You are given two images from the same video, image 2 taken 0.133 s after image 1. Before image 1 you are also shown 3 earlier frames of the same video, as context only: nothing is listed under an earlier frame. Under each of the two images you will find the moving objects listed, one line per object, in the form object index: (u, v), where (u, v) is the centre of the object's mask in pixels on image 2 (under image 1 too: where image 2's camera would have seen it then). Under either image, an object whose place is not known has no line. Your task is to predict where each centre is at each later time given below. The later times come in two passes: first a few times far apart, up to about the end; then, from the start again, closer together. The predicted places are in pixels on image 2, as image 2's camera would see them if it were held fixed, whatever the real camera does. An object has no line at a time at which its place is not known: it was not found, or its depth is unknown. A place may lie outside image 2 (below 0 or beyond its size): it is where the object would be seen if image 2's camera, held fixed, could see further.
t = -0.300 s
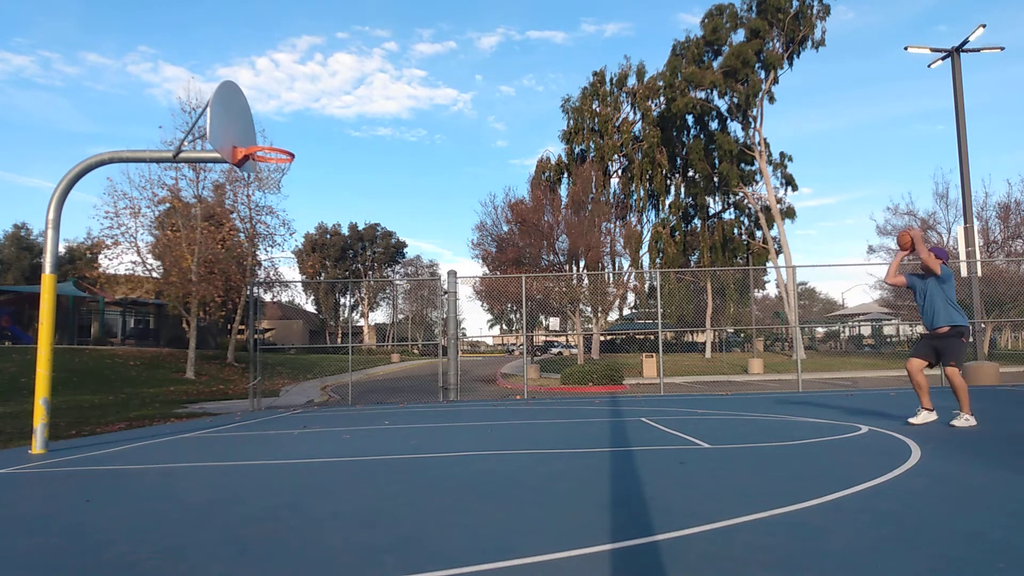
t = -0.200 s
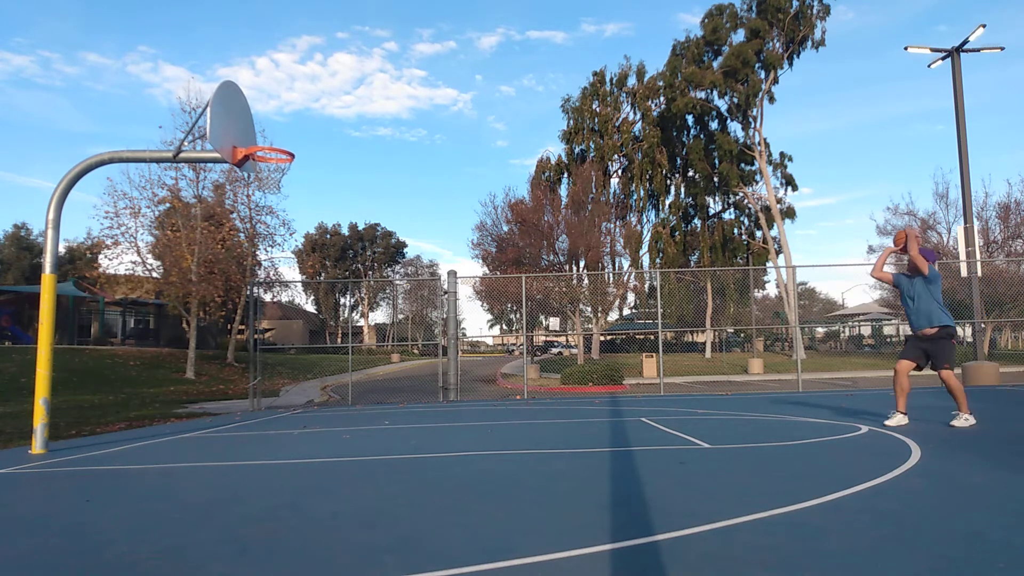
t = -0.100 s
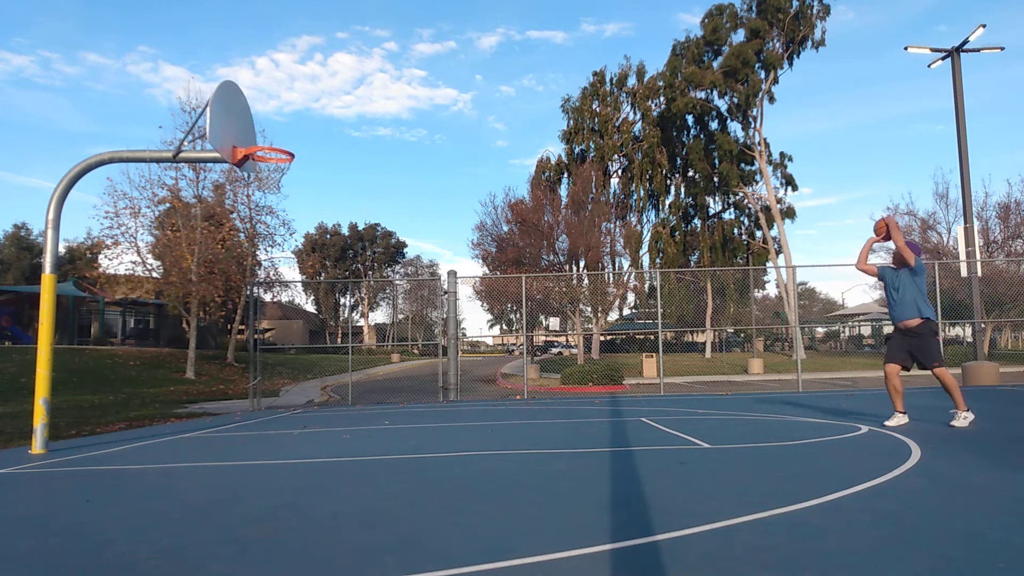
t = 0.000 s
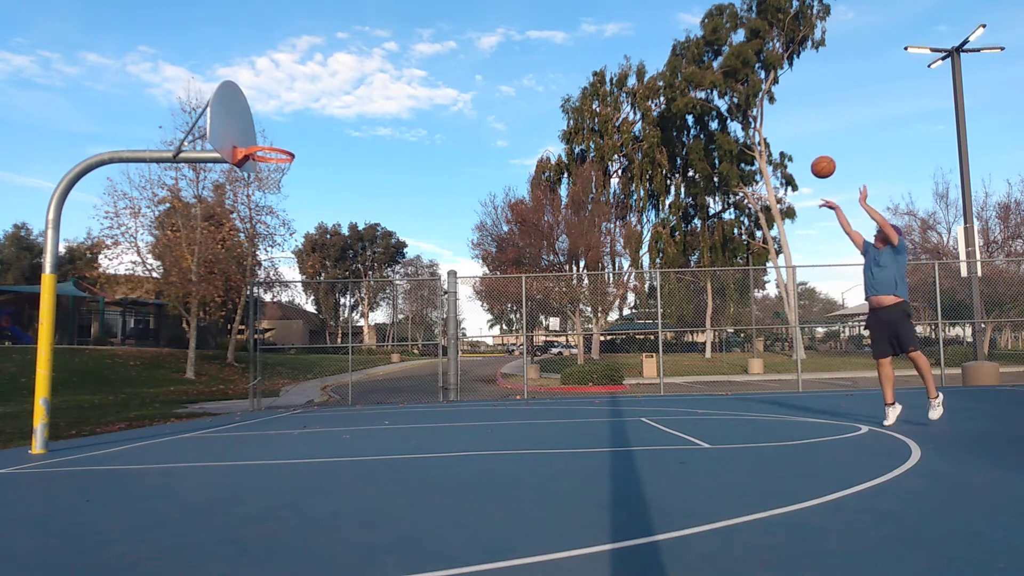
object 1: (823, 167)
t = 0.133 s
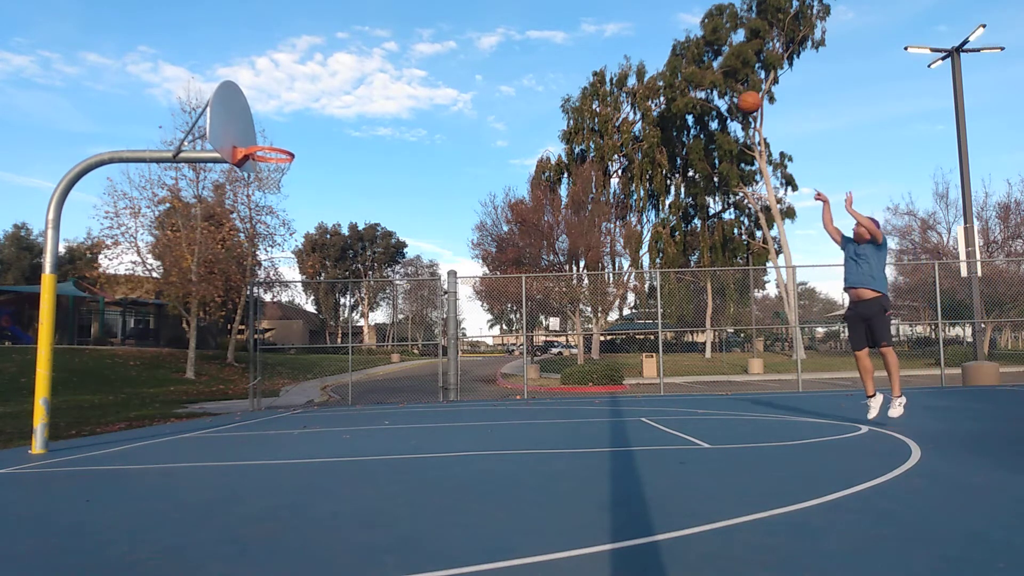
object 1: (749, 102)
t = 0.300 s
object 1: (663, 48)
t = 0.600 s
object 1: (519, 15)
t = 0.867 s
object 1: (400, 50)
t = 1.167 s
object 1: (277, 144)
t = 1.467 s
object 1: (283, 116)
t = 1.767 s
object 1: (320, 155)
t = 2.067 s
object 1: (353, 261)
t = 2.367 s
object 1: (383, 415)
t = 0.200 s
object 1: (714, 76)
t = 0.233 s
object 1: (697, 66)
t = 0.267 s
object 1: (680, 56)
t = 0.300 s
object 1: (663, 48)
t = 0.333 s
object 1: (646, 40)
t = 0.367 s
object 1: (629, 34)
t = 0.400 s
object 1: (613, 28)
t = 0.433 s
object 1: (597, 23)
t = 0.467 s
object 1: (581, 20)
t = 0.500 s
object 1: (565, 17)
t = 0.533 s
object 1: (550, 15)
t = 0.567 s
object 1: (534, 15)
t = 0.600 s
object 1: (519, 15)
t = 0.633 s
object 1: (504, 16)
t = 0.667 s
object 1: (488, 18)
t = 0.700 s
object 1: (474, 21)
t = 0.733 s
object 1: (459, 25)
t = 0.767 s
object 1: (444, 30)
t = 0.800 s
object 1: (429, 36)
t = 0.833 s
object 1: (414, 43)
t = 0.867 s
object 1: (400, 50)
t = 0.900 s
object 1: (385, 59)
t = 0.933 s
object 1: (371, 68)
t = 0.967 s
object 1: (356, 79)
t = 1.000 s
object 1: (342, 90)
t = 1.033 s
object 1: (328, 102)
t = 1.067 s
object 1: (314, 115)
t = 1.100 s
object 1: (299, 129)
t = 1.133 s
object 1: (286, 142)
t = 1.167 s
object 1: (277, 144)
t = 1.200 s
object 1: (273, 140)
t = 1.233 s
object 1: (269, 135)
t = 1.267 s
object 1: (265, 130)
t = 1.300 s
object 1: (261, 126)
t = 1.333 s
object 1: (265, 122)
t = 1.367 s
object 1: (269, 119)
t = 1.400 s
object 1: (274, 117)
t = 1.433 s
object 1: (278, 116)
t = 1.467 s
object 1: (283, 116)
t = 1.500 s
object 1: (287, 117)
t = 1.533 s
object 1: (291, 118)
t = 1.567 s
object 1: (295, 121)
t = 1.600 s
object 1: (299, 125)
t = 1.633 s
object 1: (304, 129)
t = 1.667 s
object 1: (308, 134)
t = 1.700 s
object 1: (312, 140)
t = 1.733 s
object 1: (316, 147)
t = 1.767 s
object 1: (320, 155)
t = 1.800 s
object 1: (324, 163)
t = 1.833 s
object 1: (328, 173)
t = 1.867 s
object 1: (331, 183)
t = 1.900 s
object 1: (335, 194)
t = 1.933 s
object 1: (339, 206)
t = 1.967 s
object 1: (343, 219)
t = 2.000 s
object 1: (346, 232)
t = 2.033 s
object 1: (350, 246)
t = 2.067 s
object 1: (353, 261)
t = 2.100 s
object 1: (357, 277)
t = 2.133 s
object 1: (361, 293)
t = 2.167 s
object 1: (365, 310)
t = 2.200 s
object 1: (367, 329)
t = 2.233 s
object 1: (371, 348)
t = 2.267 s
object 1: (375, 368)
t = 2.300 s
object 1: (378, 388)
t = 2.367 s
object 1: (383, 415)
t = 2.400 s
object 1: (383, 401)
